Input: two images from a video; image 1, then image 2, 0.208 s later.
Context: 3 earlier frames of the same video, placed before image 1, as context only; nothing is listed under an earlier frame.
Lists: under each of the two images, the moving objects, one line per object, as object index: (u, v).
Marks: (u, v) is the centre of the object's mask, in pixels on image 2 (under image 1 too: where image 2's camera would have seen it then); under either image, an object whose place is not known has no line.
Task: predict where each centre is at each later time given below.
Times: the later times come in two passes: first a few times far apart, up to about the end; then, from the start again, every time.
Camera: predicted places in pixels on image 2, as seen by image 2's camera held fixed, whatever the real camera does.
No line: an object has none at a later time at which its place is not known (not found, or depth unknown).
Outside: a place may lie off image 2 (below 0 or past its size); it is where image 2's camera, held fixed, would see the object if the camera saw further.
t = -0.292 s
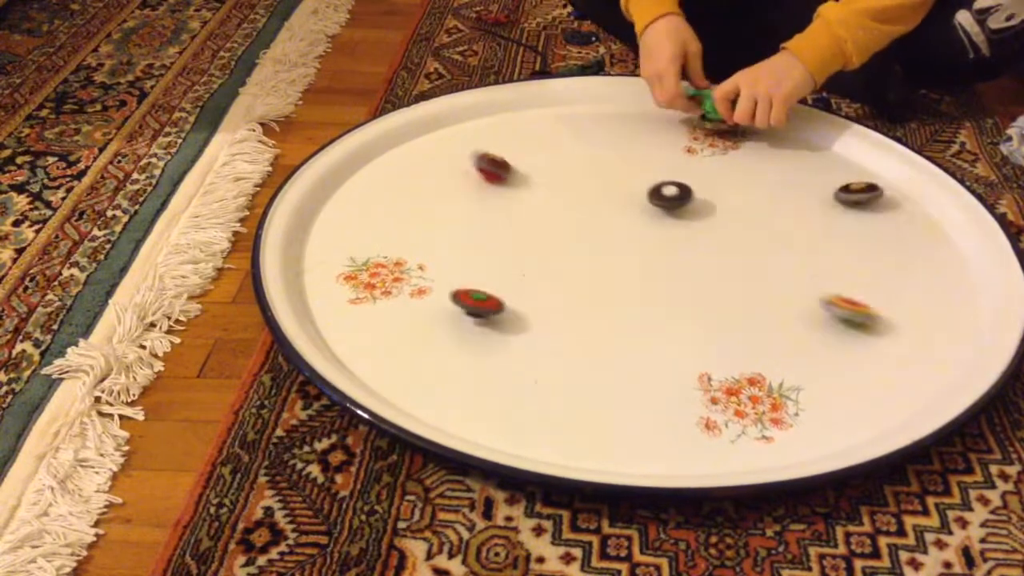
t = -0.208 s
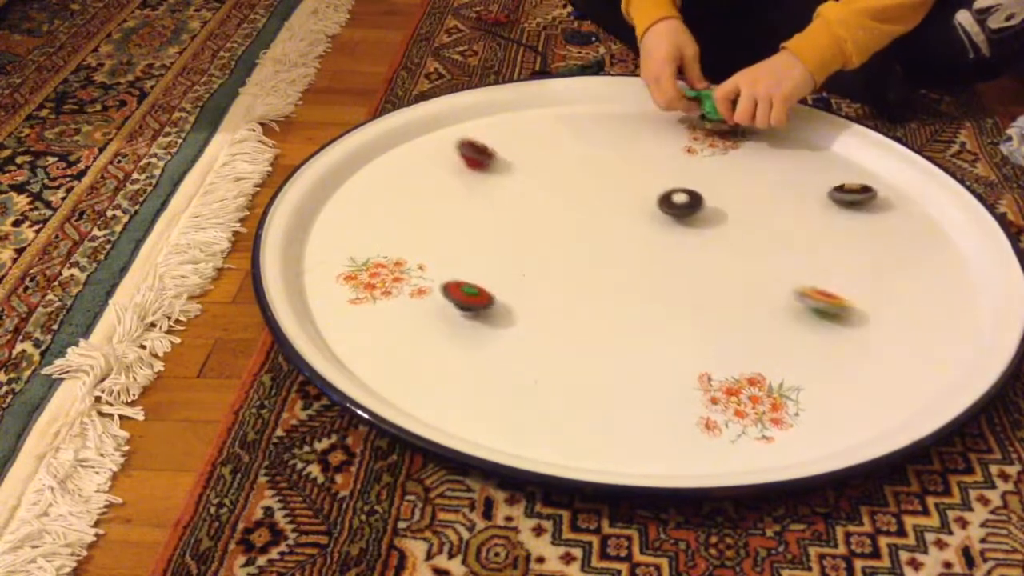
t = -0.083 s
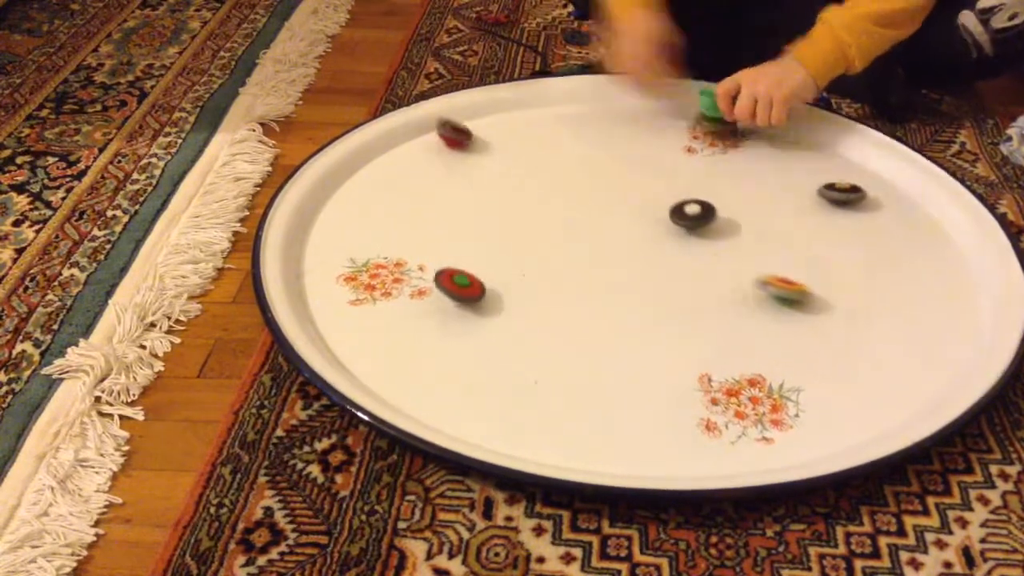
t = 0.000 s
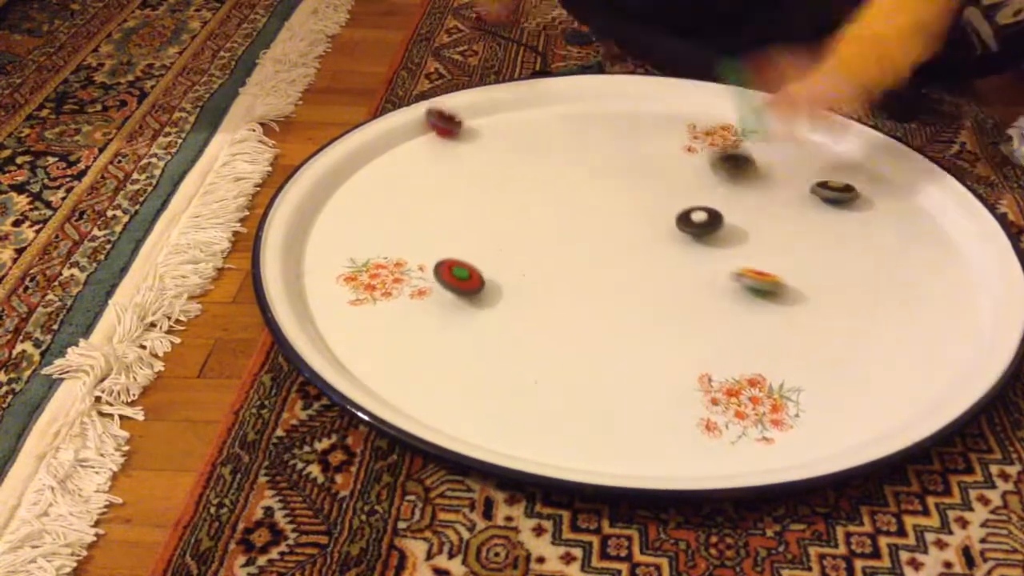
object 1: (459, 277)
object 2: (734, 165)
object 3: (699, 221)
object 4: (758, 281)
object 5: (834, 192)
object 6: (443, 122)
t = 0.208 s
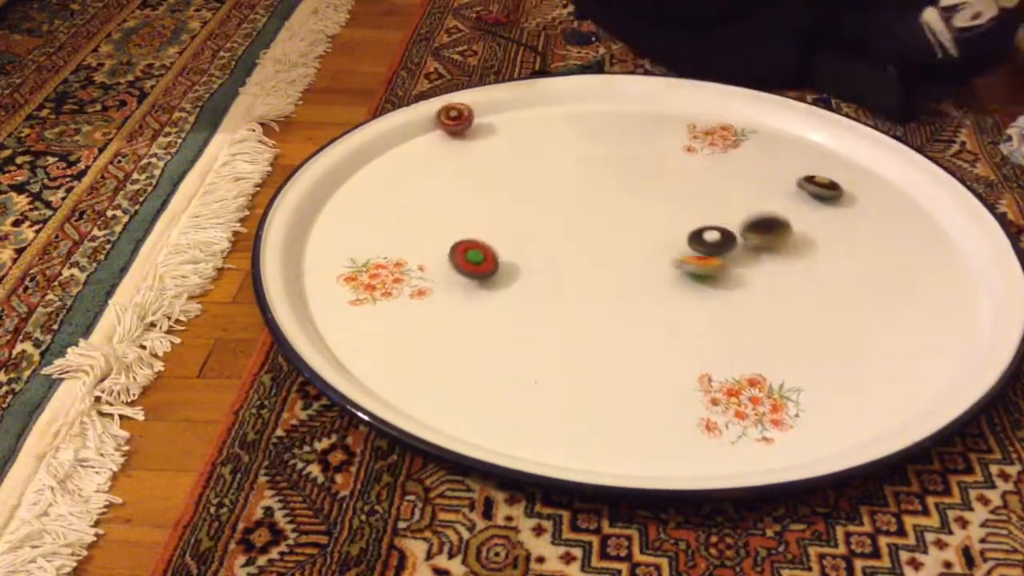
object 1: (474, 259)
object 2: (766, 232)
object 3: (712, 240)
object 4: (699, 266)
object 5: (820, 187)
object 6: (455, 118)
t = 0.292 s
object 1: (485, 254)
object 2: (773, 251)
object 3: (721, 245)
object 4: (672, 267)
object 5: (815, 185)
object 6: (459, 119)
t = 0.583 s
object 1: (534, 252)
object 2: (824, 331)
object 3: (690, 243)
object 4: (626, 261)
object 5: (809, 177)
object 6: (462, 134)
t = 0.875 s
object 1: (575, 271)
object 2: (822, 409)
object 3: (662, 235)
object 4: (616, 243)
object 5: (821, 174)
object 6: (445, 150)
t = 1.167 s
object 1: (581, 301)
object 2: (746, 445)
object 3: (688, 228)
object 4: (587, 229)
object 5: (832, 179)
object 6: (414, 156)
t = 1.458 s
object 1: (546, 321)
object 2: (645, 446)
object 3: (716, 223)
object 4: (621, 225)
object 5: (826, 187)
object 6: (406, 150)
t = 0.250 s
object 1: (479, 256)
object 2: (769, 241)
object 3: (716, 238)
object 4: (686, 265)
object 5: (819, 186)
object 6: (457, 118)
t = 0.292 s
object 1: (485, 254)
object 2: (773, 251)
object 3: (721, 245)
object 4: (672, 267)
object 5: (815, 185)
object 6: (459, 119)
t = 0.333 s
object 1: (491, 252)
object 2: (782, 263)
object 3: (722, 248)
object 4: (661, 269)
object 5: (814, 184)
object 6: (461, 121)
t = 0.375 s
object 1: (498, 251)
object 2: (796, 276)
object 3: (715, 248)
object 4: (651, 269)
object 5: (812, 183)
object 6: (462, 122)
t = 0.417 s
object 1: (505, 250)
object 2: (806, 288)
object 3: (709, 247)
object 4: (644, 268)
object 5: (811, 181)
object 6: (463, 124)
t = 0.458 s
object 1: (512, 250)
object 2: (813, 299)
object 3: (704, 246)
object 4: (638, 267)
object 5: (810, 181)
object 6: (463, 126)
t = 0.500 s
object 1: (520, 251)
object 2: (818, 310)
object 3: (699, 245)
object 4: (633, 264)
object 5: (809, 179)
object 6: (464, 129)
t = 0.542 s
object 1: (527, 251)
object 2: (821, 320)
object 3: (695, 244)
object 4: (629, 263)
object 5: (809, 178)
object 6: (464, 131)
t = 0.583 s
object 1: (534, 252)
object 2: (824, 331)
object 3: (690, 243)
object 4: (626, 261)
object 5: (809, 177)
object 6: (462, 134)
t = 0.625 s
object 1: (541, 254)
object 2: (826, 341)
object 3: (685, 242)
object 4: (623, 258)
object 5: (810, 176)
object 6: (462, 136)
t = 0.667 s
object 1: (548, 256)
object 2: (828, 352)
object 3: (681, 241)
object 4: (620, 256)
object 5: (811, 175)
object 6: (460, 138)
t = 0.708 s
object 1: (554, 259)
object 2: (829, 363)
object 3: (676, 240)
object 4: (618, 253)
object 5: (812, 175)
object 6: (458, 141)
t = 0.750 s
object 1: (561, 261)
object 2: (829, 374)
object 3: (672, 239)
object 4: (617, 251)
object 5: (814, 174)
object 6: (455, 143)
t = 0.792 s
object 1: (566, 264)
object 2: (827, 386)
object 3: (669, 238)
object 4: (616, 248)
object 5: (816, 174)
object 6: (452, 146)
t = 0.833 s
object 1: (571, 267)
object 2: (826, 398)
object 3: (665, 236)
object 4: (616, 245)
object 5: (818, 174)
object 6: (449, 148)
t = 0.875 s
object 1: (575, 271)
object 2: (822, 409)
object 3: (662, 235)
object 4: (616, 243)
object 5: (821, 174)
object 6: (445, 150)
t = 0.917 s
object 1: (578, 275)
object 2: (817, 423)
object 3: (668, 234)
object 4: (606, 240)
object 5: (823, 174)
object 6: (440, 152)
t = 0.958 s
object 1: (581, 280)
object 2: (812, 435)
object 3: (672, 234)
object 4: (595, 238)
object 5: (825, 174)
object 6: (436, 153)
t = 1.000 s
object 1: (583, 284)
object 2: (803, 440)
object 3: (675, 232)
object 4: (587, 236)
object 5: (827, 175)
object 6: (431, 155)
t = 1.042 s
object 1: (584, 288)
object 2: (787, 441)
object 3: (679, 231)
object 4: (583, 234)
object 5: (828, 176)
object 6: (426, 156)
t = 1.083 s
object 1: (584, 292)
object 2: (773, 442)
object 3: (682, 230)
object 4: (582, 232)
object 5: (830, 177)
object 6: (422, 156)
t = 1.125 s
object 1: (583, 297)
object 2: (759, 443)
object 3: (685, 229)
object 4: (584, 230)
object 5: (831, 178)
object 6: (417, 156)
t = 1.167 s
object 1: (581, 301)
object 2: (746, 445)
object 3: (688, 228)
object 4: (587, 229)
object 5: (832, 179)
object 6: (414, 156)
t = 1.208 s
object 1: (578, 305)
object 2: (731, 446)
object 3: (692, 227)
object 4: (591, 228)
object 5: (832, 181)
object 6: (410, 156)
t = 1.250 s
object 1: (575, 309)
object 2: (717, 448)
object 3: (695, 226)
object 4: (595, 226)
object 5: (833, 182)
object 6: (408, 155)
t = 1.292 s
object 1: (570, 312)
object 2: (702, 448)
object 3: (699, 226)
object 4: (600, 226)
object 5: (831, 183)
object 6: (406, 154)
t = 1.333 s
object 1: (565, 315)
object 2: (687, 448)
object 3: (703, 225)
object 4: (605, 225)
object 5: (831, 184)
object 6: (405, 152)
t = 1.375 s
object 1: (559, 318)
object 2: (673, 448)
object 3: (707, 225)
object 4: (610, 225)
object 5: (829, 185)
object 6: (404, 151)
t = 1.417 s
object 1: (553, 320)
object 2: (659, 447)
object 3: (711, 224)
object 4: (615, 225)
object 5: (827, 186)
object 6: (404, 150)
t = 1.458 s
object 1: (546, 321)
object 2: (645, 446)
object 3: (716, 223)
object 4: (621, 225)
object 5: (826, 187)
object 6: (406, 150)
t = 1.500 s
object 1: (538, 322)
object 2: (632, 445)
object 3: (720, 223)
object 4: (627, 226)
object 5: (823, 187)
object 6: (407, 150)
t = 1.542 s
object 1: (531, 323)
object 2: (619, 442)
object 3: (724, 223)
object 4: (632, 227)
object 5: (820, 187)
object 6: (409, 149)
